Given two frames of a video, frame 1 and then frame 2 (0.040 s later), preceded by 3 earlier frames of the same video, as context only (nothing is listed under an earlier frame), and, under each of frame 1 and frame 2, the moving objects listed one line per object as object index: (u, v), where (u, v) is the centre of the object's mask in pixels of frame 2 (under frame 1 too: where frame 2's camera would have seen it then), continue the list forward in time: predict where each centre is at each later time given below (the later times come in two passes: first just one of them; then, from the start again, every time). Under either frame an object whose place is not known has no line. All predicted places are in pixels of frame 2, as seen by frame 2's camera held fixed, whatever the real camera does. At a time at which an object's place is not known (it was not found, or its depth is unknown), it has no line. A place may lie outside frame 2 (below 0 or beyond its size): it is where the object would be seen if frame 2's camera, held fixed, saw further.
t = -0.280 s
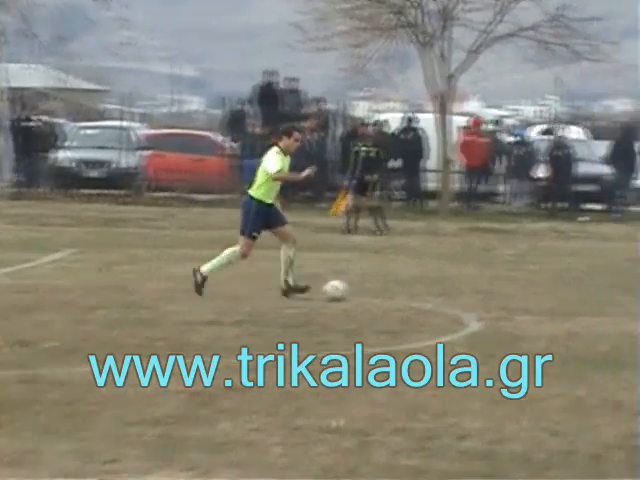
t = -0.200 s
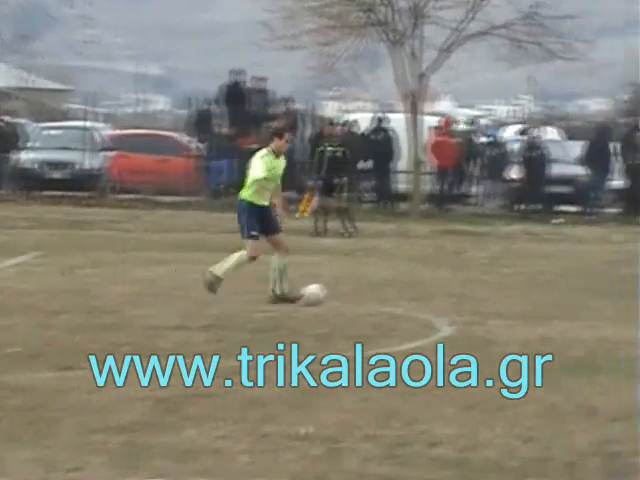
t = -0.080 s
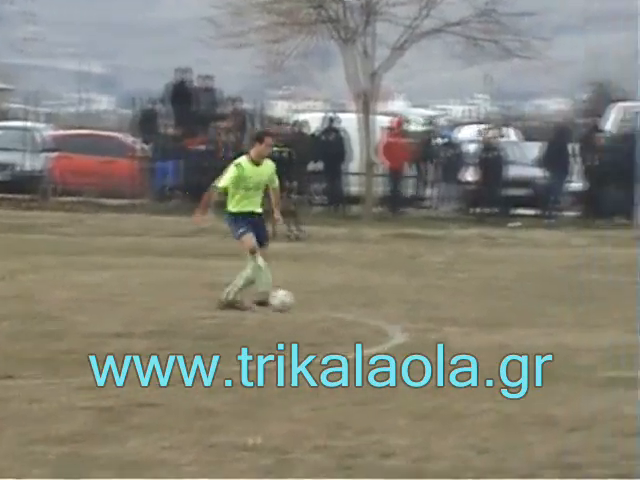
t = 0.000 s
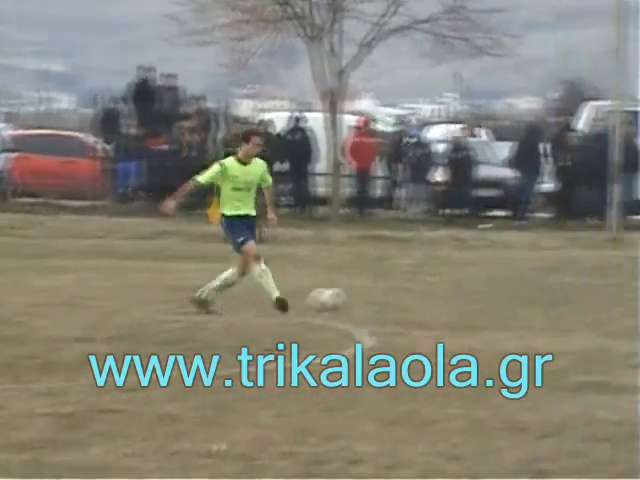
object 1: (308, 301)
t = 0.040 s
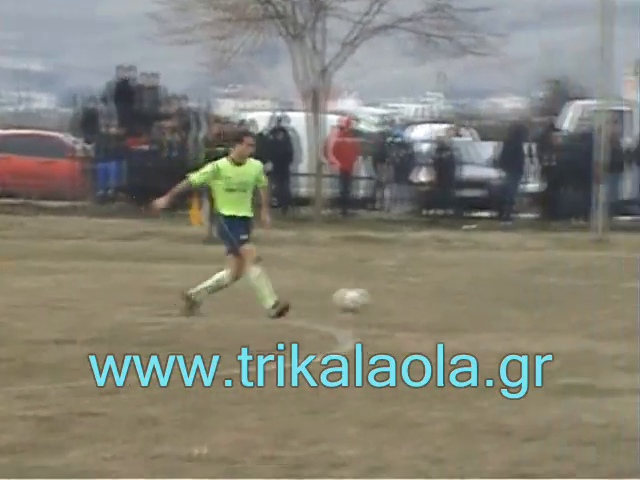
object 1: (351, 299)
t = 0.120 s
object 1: (437, 304)
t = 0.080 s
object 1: (393, 301)
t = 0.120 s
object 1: (437, 304)
